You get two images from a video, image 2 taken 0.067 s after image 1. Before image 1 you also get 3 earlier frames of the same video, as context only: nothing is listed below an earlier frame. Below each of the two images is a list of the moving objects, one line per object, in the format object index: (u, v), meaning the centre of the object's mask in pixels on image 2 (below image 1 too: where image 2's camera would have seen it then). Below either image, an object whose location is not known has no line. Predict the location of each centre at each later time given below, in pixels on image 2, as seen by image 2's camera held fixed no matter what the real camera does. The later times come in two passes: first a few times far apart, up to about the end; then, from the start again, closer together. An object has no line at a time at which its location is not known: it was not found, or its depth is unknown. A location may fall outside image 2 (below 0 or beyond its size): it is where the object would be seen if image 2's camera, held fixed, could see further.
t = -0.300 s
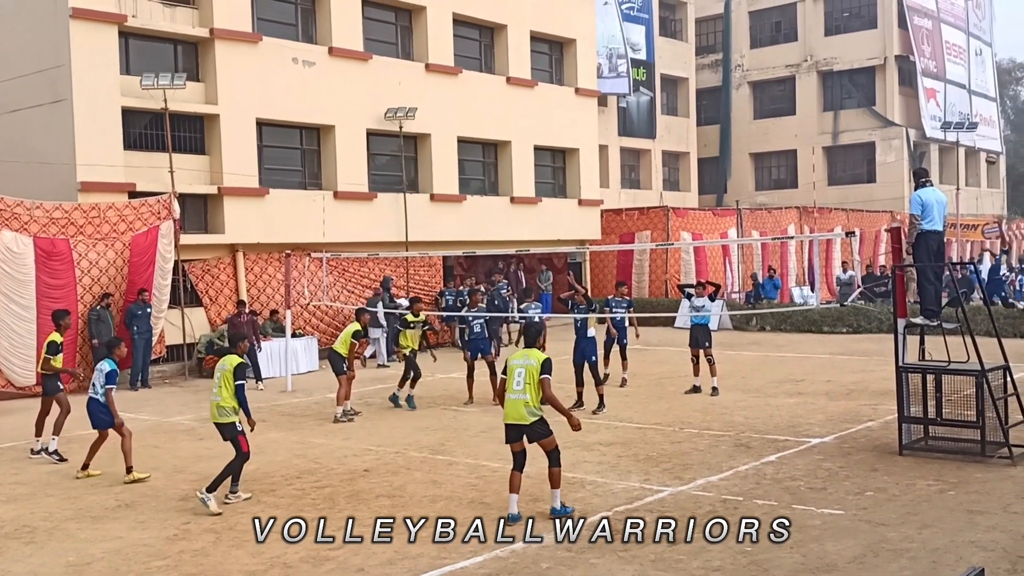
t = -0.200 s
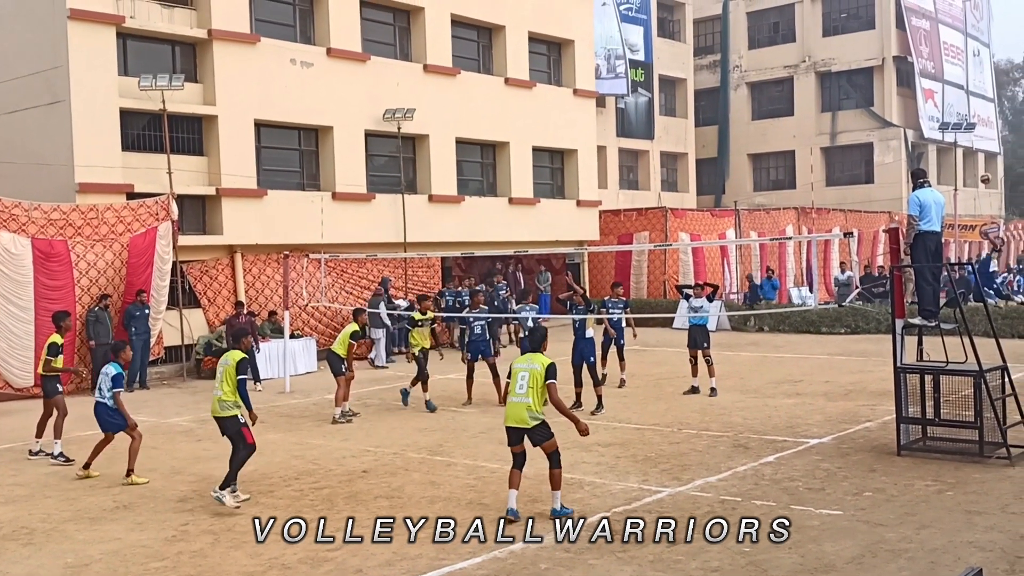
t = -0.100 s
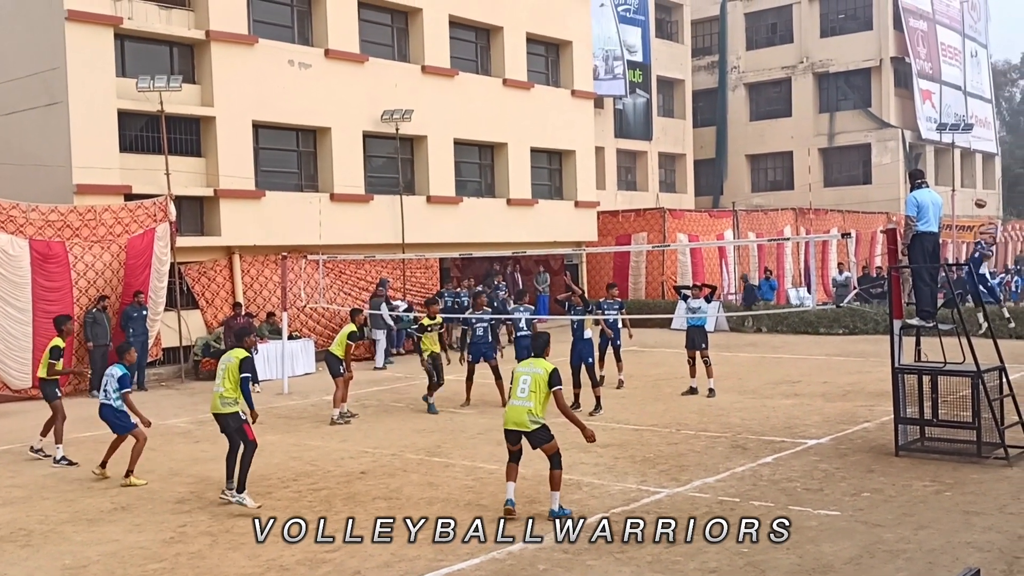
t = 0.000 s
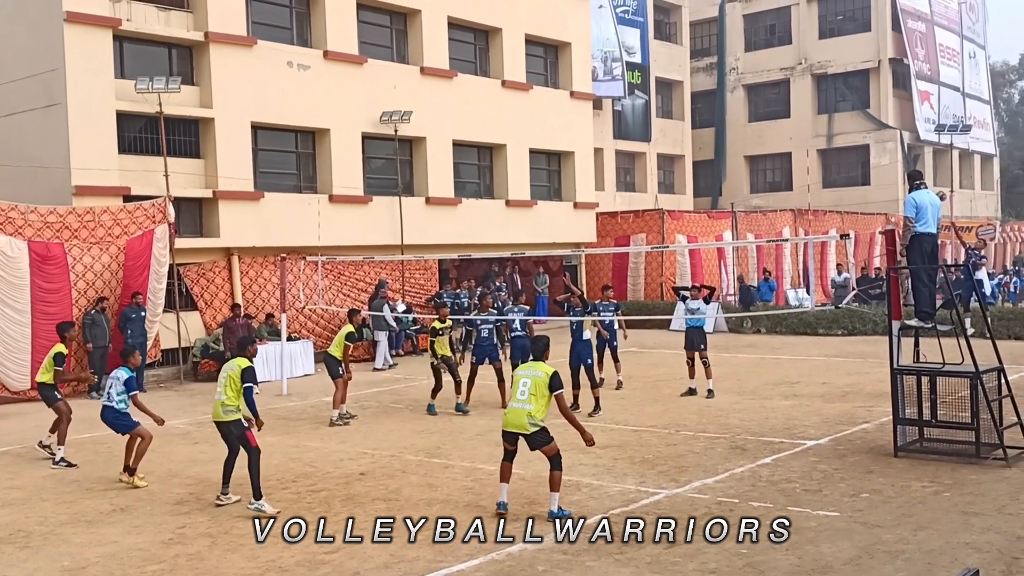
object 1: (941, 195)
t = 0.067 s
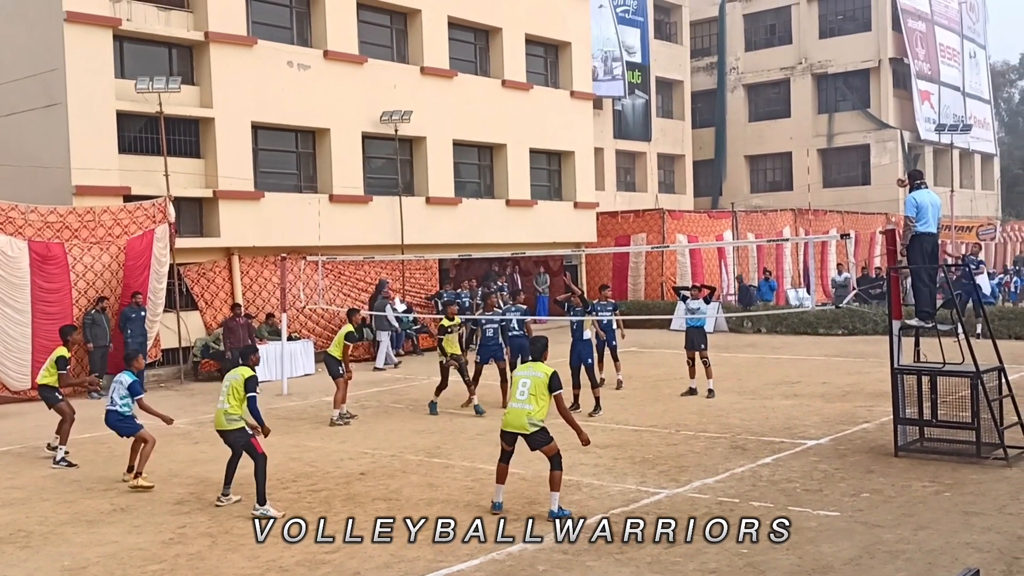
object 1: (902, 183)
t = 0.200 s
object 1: (819, 164)
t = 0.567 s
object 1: (528, 192)
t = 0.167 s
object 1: (841, 167)
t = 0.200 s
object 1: (819, 164)
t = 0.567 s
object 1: (528, 192)
